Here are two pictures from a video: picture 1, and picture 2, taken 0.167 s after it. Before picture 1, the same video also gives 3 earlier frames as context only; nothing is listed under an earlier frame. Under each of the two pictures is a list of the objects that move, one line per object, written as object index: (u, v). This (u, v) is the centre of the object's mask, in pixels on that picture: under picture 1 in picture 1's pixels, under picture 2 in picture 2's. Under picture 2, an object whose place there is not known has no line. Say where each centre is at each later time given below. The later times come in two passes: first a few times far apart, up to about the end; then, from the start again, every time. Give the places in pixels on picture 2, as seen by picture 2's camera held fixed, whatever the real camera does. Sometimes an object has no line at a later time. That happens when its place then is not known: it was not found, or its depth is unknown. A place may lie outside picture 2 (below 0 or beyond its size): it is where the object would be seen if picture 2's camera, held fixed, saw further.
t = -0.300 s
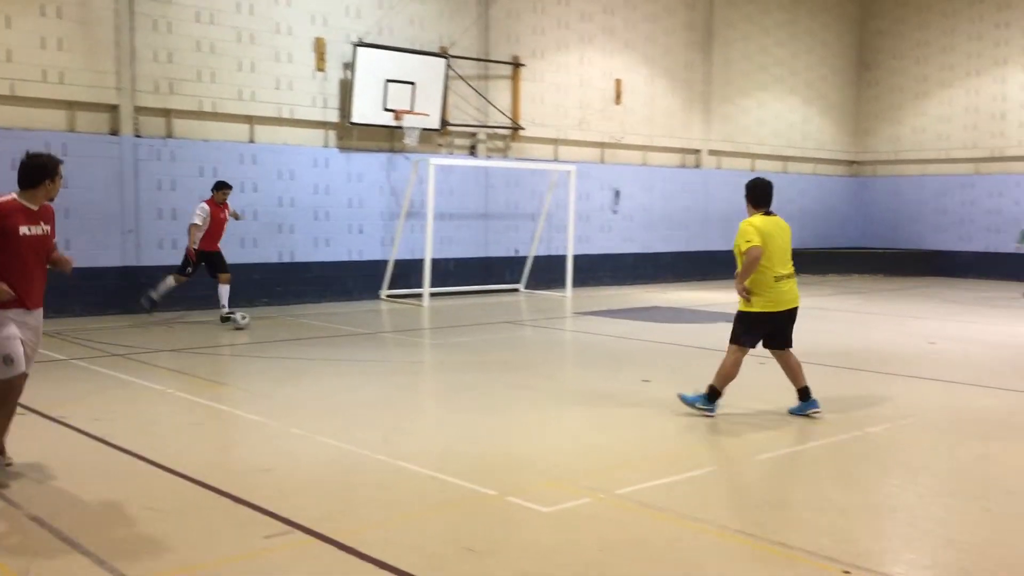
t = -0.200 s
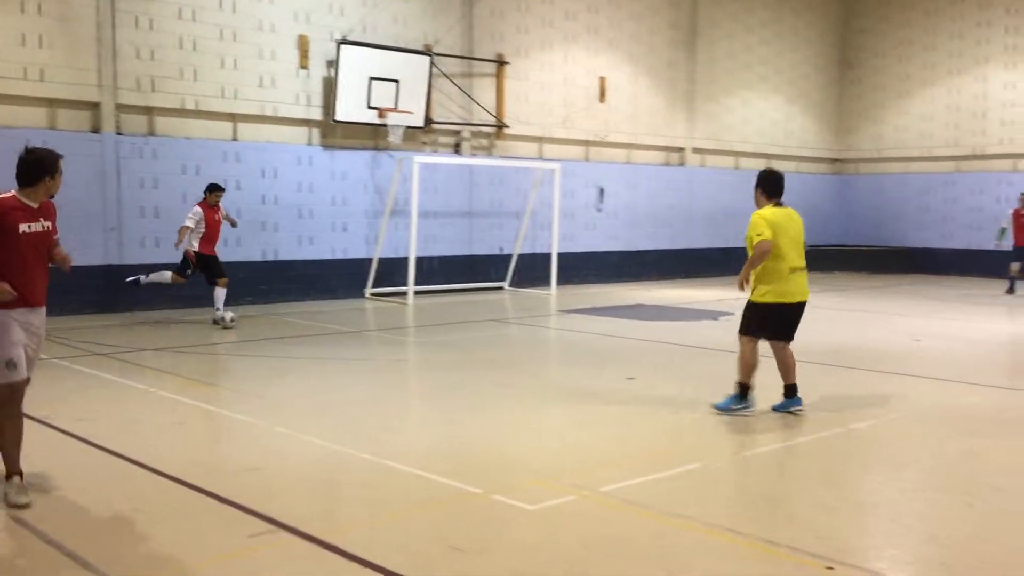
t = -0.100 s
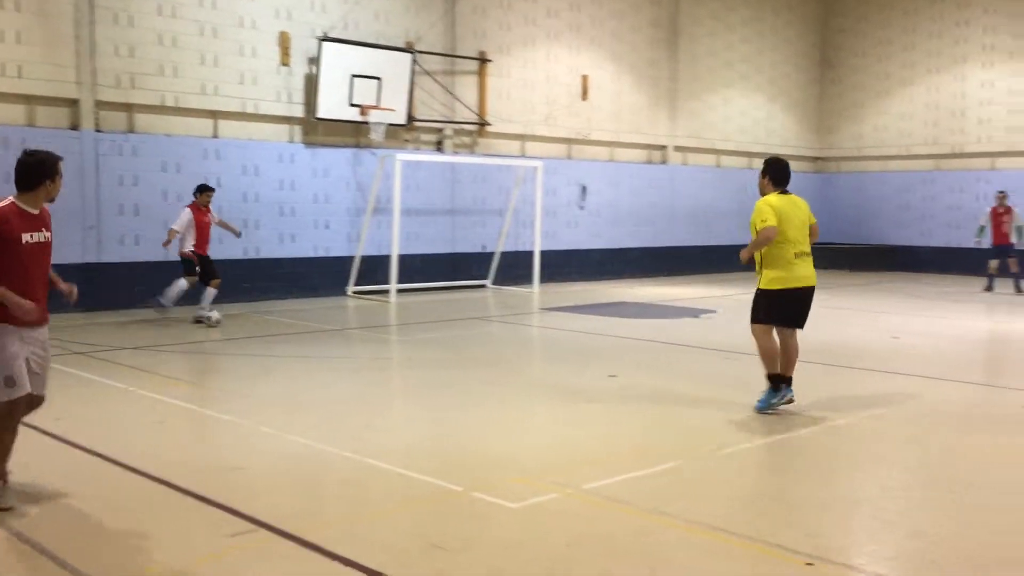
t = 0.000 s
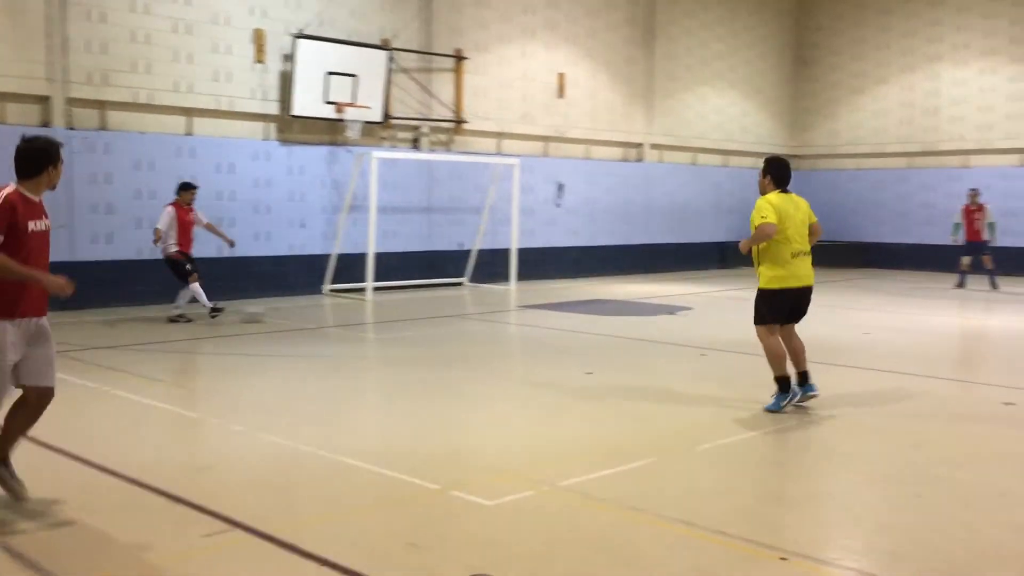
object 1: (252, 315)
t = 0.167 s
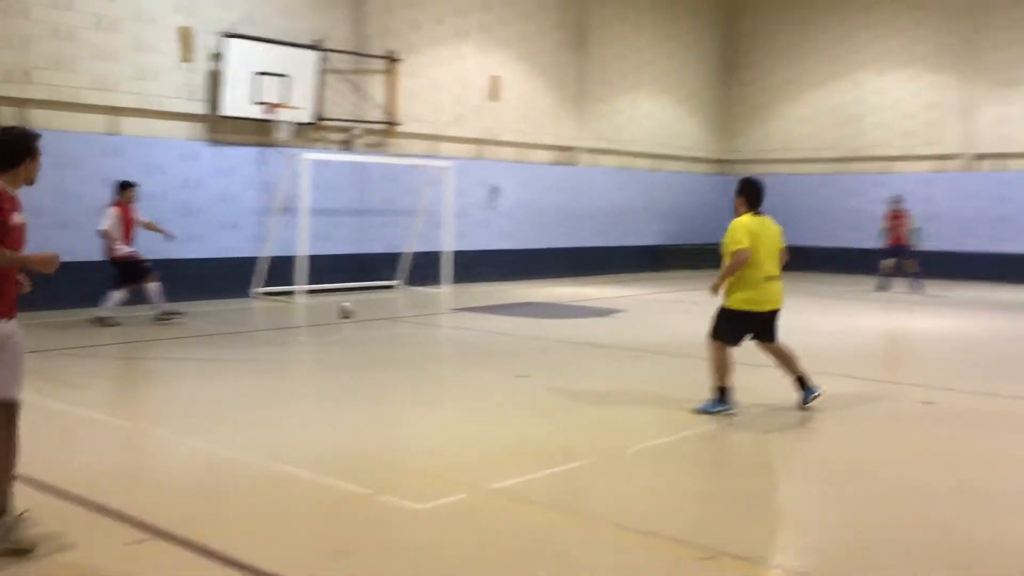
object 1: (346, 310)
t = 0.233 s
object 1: (400, 307)
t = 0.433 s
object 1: (528, 302)
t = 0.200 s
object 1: (374, 308)
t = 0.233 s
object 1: (400, 307)
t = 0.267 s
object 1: (423, 306)
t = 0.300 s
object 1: (448, 305)
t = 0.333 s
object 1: (470, 304)
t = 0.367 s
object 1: (490, 302)
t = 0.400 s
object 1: (510, 301)
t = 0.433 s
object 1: (528, 302)
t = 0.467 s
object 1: (547, 300)
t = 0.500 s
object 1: (564, 299)
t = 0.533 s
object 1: (582, 299)
